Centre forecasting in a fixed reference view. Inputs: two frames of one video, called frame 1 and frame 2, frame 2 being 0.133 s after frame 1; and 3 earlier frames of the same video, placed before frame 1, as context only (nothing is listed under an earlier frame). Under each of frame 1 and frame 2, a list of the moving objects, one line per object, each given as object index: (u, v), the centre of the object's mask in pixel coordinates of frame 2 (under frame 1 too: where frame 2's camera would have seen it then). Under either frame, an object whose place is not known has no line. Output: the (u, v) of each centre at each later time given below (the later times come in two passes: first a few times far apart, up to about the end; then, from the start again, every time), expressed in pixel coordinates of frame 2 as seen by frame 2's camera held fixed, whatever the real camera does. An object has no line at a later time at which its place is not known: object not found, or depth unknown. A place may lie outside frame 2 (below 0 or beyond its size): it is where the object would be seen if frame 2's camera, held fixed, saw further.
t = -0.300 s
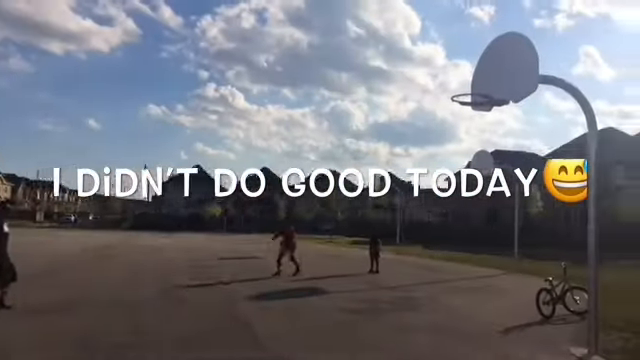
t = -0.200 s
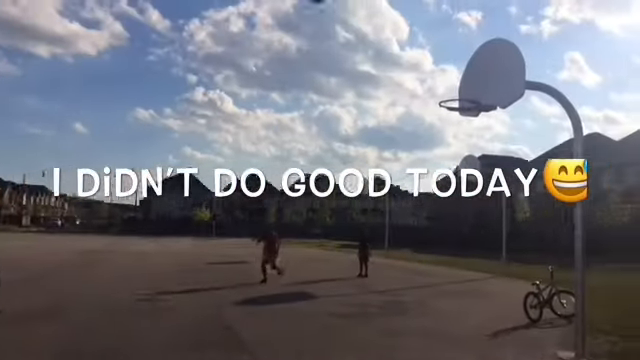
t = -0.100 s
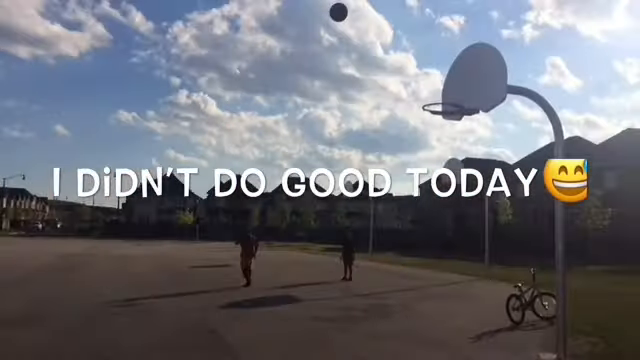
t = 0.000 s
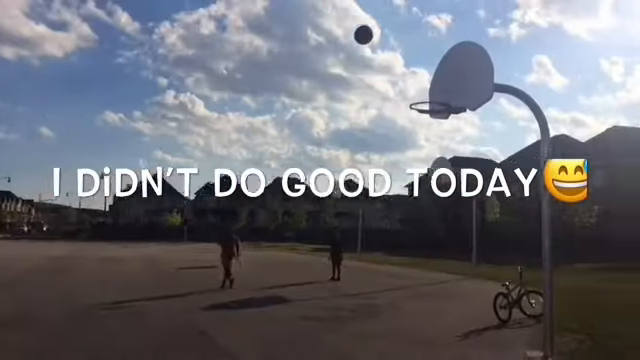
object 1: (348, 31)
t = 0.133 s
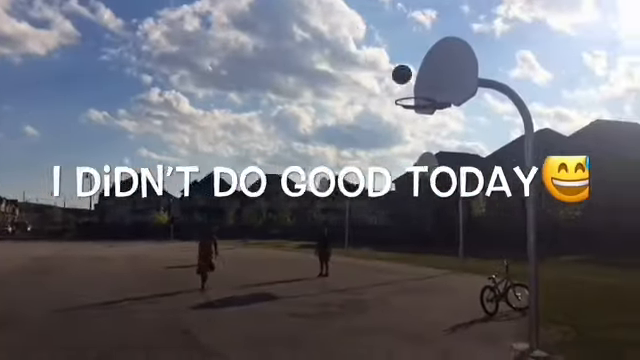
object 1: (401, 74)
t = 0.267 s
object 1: (417, 89)
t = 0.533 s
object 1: (379, 97)
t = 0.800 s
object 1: (335, 143)
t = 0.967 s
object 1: (312, 188)
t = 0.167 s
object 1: (415, 88)
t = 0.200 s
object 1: (420, 90)
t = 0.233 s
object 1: (419, 90)
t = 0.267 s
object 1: (417, 89)
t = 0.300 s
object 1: (416, 88)
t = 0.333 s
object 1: (415, 88)
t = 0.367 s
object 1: (412, 89)
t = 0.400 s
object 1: (405, 90)
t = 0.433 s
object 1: (398, 90)
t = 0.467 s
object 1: (392, 92)
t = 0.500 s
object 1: (385, 94)
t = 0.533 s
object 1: (379, 97)
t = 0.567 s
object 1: (373, 100)
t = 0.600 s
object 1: (367, 105)
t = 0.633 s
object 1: (362, 109)
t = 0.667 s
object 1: (356, 115)
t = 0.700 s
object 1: (351, 121)
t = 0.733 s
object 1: (345, 128)
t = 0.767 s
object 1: (341, 135)
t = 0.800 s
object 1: (335, 143)
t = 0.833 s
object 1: (330, 151)
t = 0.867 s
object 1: (325, 160)
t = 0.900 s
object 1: (321, 169)
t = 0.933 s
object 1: (316, 179)
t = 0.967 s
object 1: (312, 188)
